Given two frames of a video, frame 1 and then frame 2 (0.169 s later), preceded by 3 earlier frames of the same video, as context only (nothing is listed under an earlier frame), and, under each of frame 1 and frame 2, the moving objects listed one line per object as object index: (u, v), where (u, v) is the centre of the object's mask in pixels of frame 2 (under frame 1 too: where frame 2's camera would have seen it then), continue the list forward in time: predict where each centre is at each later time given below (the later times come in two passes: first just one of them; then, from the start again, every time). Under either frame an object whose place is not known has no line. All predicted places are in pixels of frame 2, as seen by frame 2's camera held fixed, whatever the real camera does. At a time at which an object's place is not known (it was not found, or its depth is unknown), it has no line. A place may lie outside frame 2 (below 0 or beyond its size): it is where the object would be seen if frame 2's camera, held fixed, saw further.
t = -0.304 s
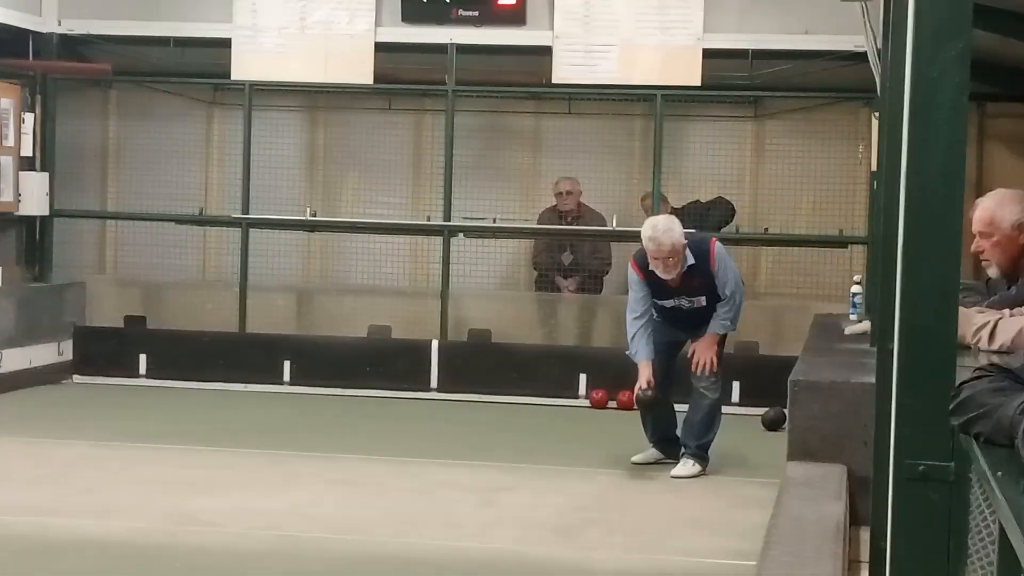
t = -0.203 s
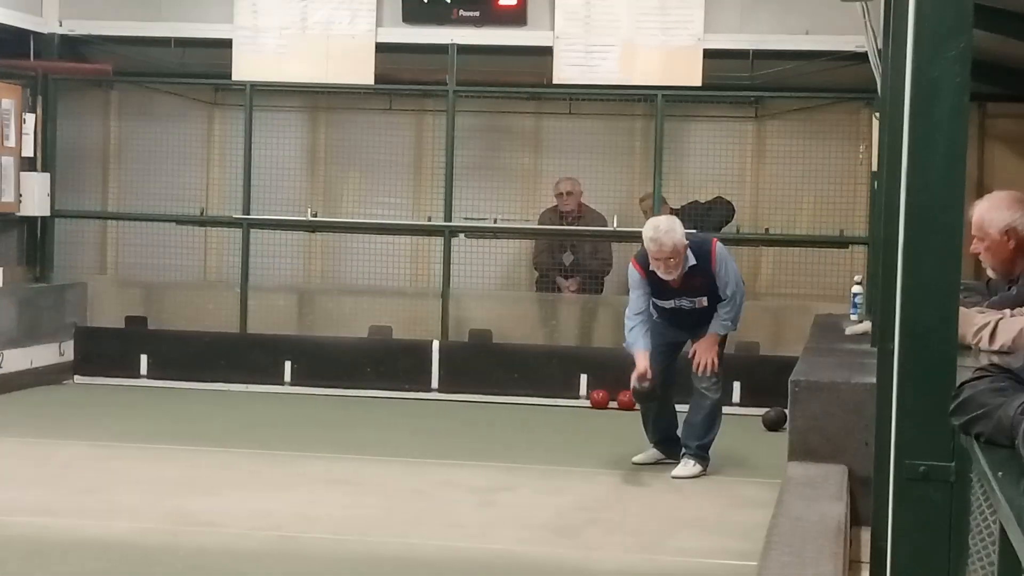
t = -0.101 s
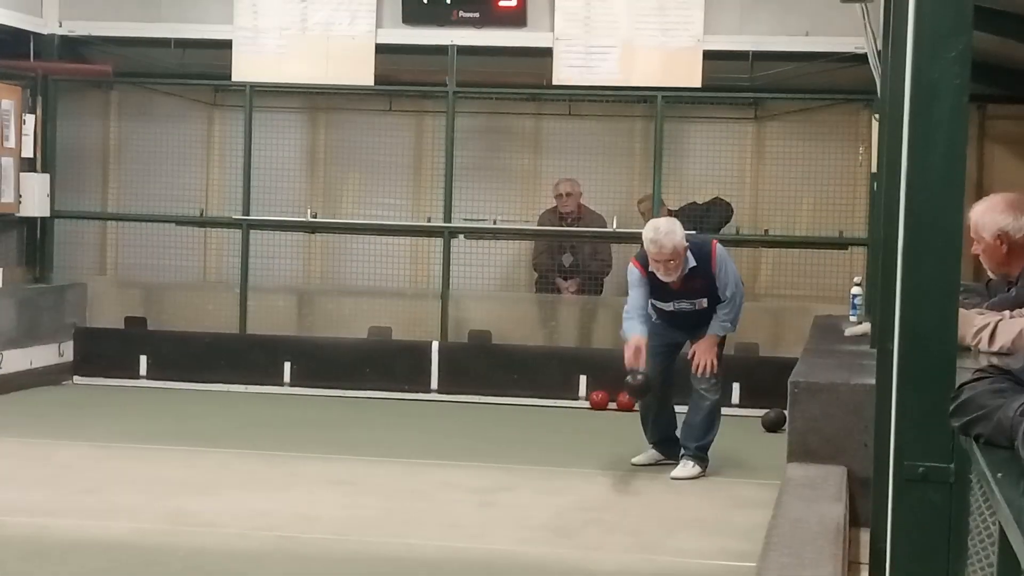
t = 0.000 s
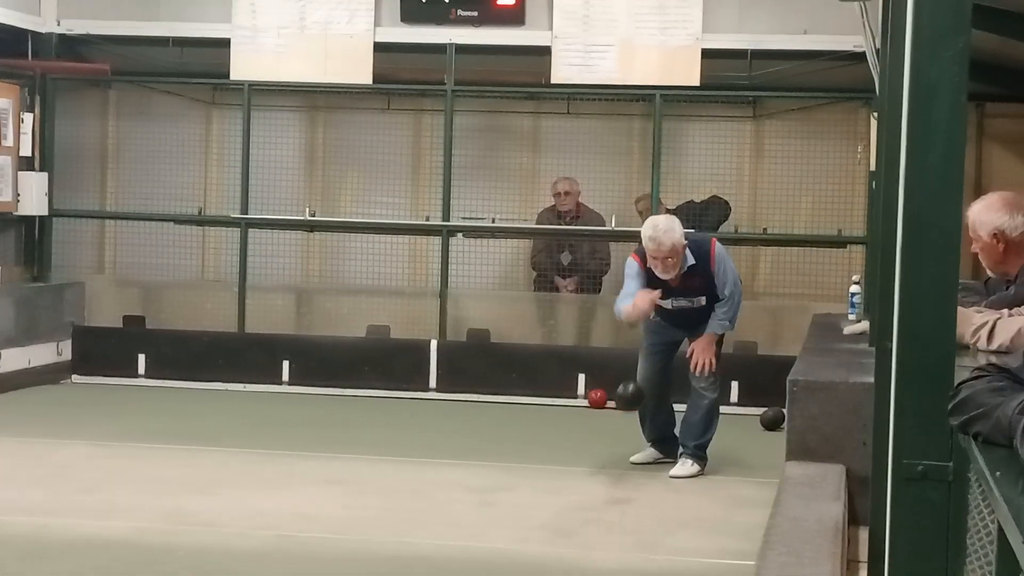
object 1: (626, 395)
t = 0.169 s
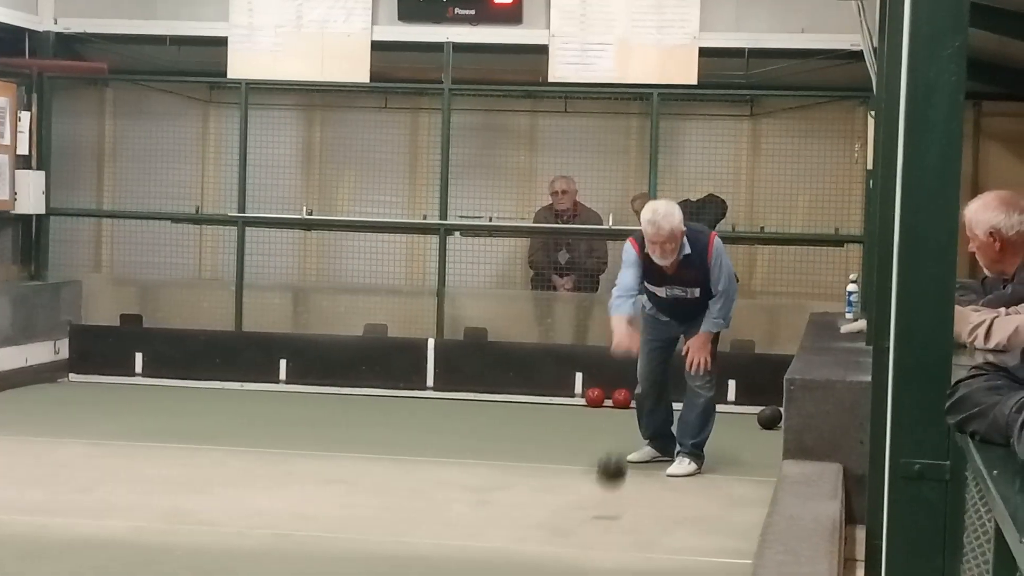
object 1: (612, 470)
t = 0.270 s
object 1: (604, 500)
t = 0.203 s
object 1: (608, 495)
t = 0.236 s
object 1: (606, 503)
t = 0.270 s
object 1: (604, 500)
